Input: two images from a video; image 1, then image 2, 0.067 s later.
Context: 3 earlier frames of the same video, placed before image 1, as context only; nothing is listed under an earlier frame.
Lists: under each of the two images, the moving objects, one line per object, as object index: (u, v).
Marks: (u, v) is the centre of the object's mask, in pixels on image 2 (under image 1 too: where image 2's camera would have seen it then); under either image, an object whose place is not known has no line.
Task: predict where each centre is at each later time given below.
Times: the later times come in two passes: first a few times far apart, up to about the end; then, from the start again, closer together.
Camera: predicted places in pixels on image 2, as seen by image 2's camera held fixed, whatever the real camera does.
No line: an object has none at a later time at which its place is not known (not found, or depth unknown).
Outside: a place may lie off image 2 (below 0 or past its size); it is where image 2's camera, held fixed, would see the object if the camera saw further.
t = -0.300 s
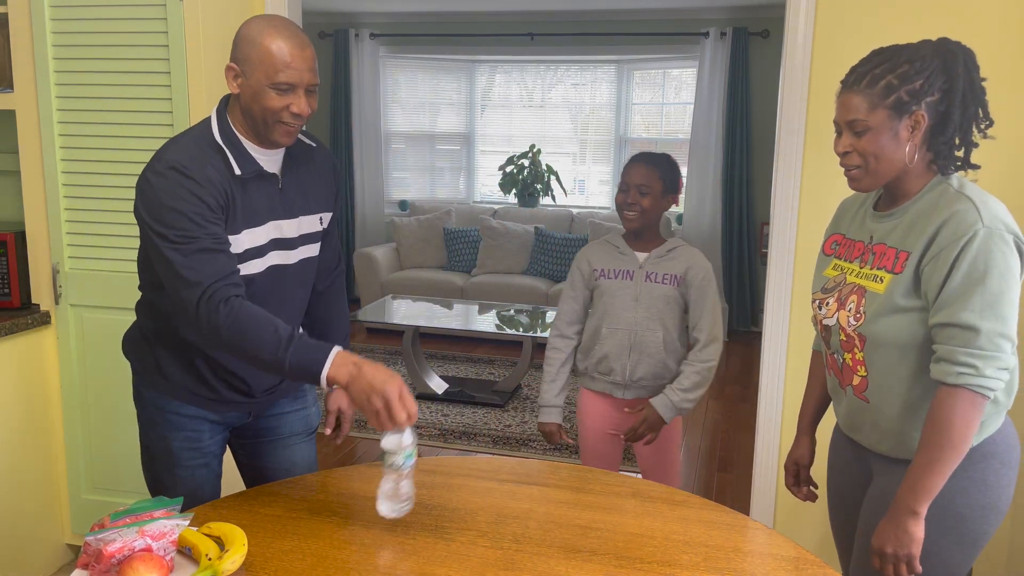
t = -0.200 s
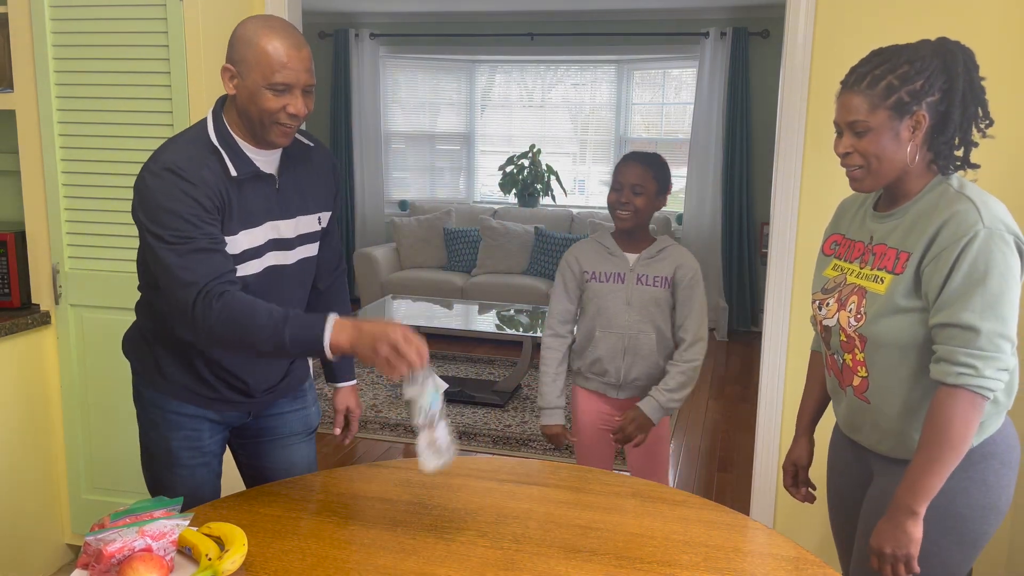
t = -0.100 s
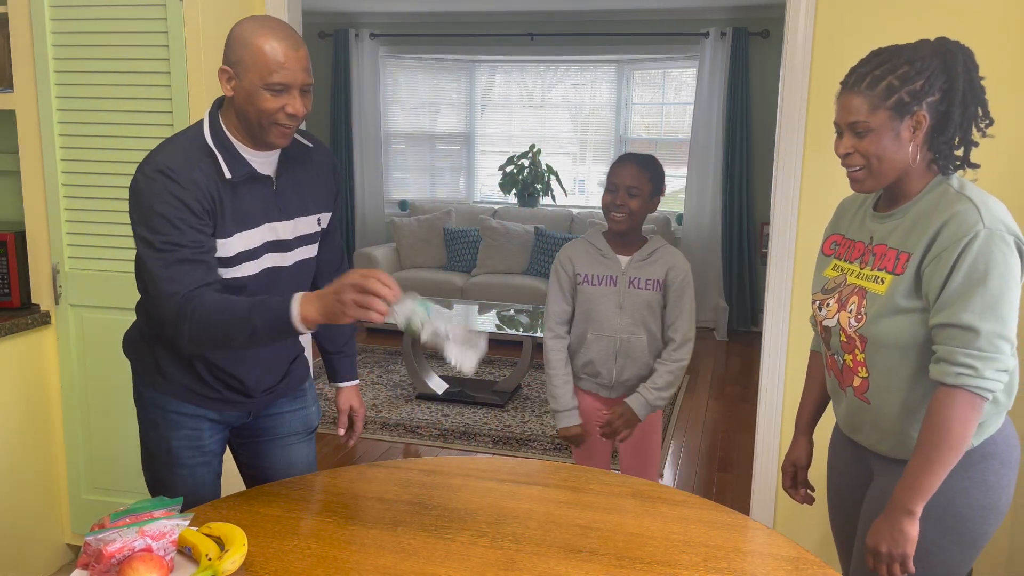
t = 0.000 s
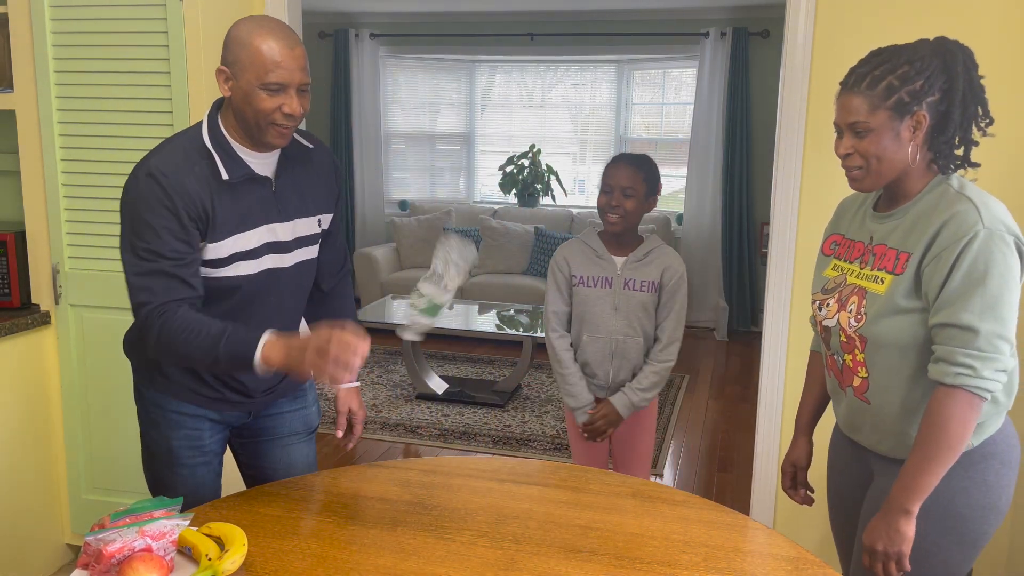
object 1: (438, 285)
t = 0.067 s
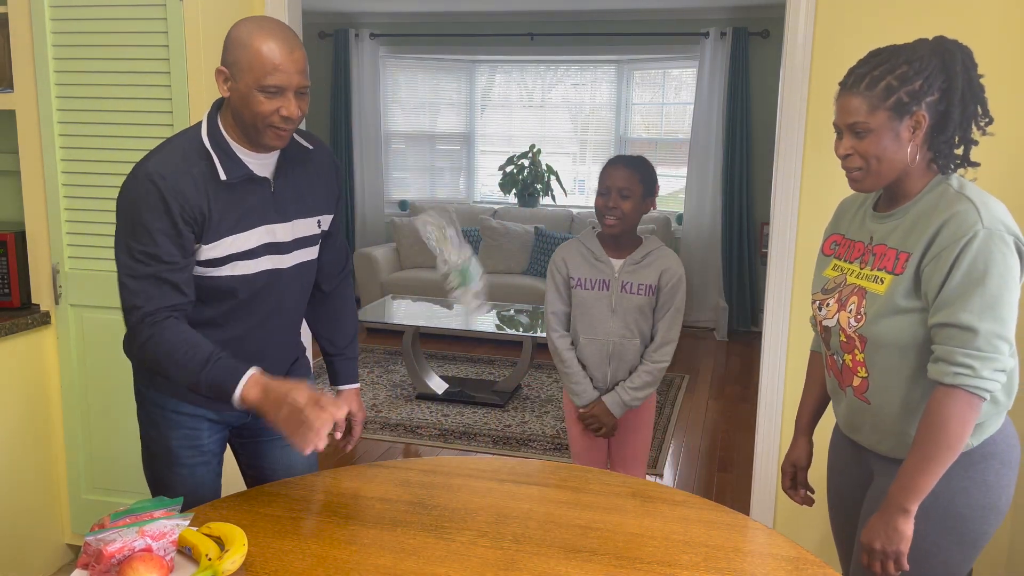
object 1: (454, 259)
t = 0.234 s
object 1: (437, 270)
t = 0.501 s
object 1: (400, 503)
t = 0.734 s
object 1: (384, 536)
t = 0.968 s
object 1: (376, 544)
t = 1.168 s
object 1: (370, 551)
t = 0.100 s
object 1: (458, 249)
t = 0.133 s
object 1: (455, 242)
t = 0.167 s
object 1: (447, 243)
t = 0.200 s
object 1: (443, 253)
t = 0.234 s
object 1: (437, 270)
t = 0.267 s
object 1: (429, 295)
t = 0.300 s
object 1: (424, 327)
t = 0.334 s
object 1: (415, 364)
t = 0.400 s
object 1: (405, 451)
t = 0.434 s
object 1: (401, 496)
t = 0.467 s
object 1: (404, 501)
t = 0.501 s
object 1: (400, 503)
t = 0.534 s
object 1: (398, 509)
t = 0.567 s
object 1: (396, 516)
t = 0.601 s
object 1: (394, 528)
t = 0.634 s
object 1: (389, 532)
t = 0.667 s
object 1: (388, 534)
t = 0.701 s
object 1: (386, 535)
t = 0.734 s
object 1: (384, 536)
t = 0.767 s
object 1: (383, 537)
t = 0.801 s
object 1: (382, 538)
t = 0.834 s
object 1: (380, 539)
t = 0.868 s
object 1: (380, 540)
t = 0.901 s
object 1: (378, 542)
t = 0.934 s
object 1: (377, 543)
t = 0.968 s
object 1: (376, 544)
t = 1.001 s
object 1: (375, 545)
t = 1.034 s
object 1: (374, 546)
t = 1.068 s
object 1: (373, 548)
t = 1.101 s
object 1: (372, 549)
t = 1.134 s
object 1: (371, 550)
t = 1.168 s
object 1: (370, 551)
